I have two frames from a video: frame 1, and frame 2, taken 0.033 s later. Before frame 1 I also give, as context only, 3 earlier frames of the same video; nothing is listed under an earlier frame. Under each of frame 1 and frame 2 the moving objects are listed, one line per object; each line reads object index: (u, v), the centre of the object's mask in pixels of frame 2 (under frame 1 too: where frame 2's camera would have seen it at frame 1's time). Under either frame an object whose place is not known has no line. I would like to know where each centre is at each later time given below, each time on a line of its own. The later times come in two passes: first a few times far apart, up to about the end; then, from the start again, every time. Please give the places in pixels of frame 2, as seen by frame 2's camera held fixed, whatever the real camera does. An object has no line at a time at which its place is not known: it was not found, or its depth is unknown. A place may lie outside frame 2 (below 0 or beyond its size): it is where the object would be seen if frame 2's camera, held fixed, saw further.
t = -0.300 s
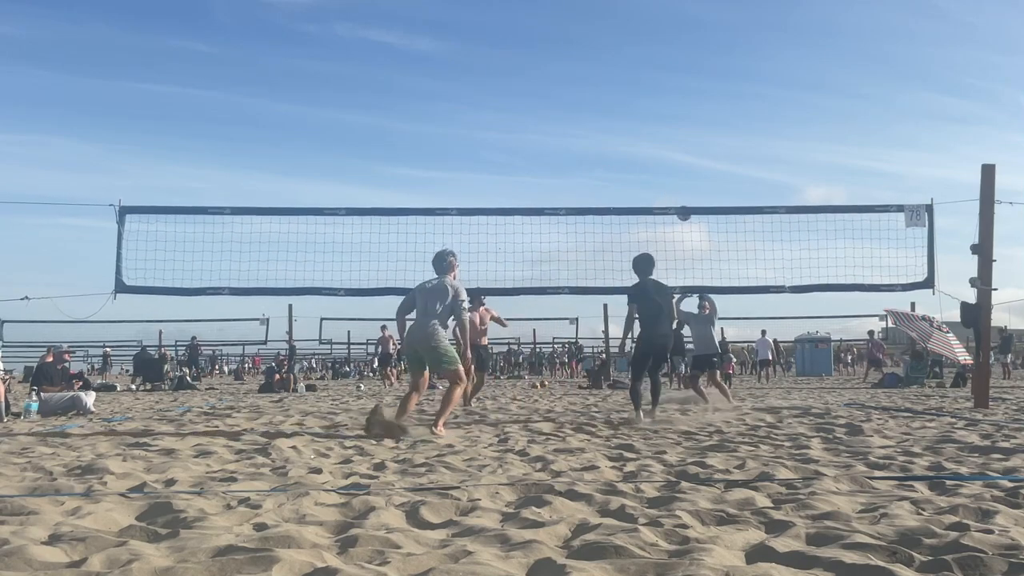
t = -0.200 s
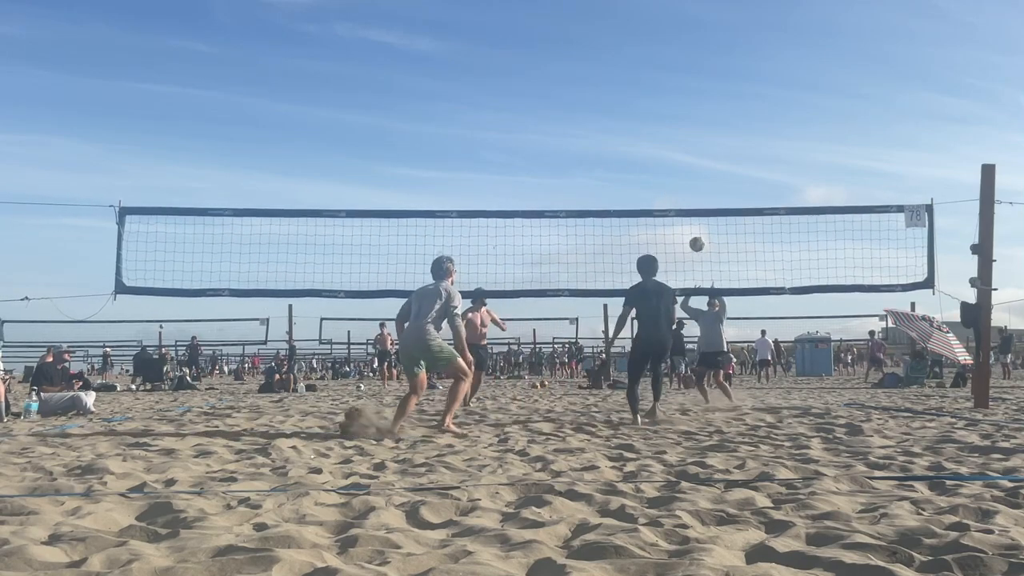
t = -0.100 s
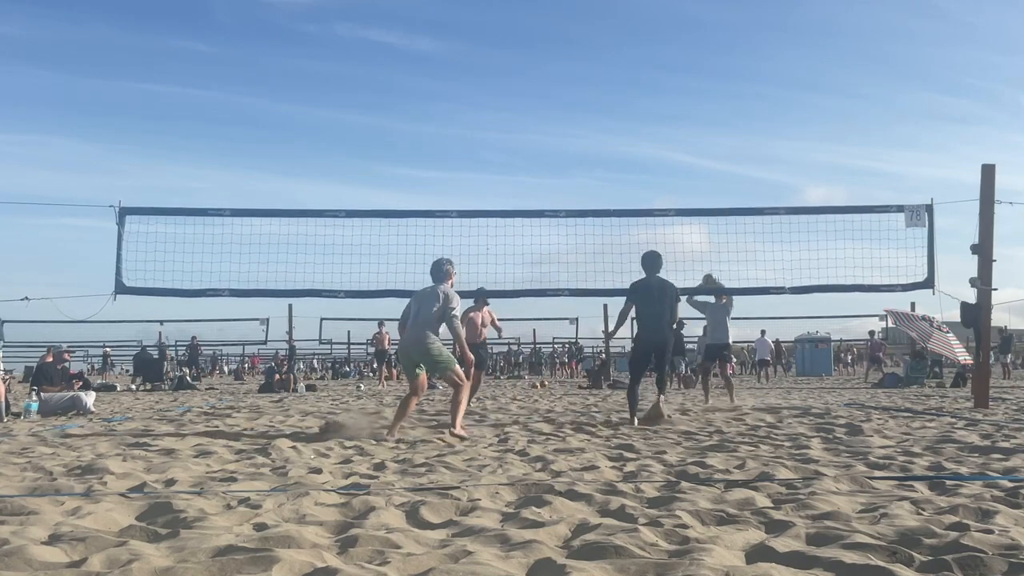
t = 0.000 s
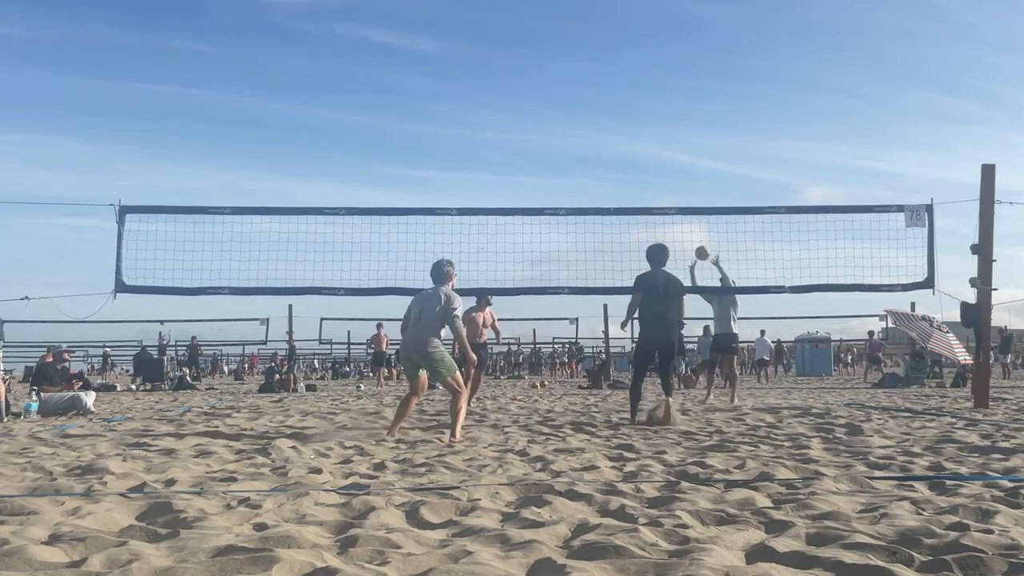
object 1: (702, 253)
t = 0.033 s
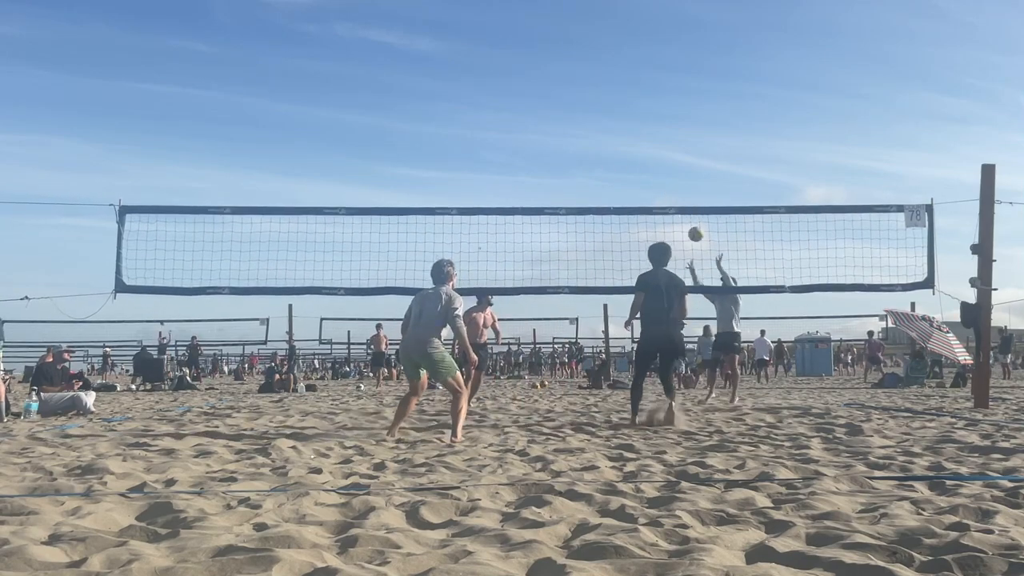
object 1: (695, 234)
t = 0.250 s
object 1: (653, 132)
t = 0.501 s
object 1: (605, 59)
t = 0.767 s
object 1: (553, 32)
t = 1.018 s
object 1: (506, 56)
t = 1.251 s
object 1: (463, 124)
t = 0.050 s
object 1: (692, 225)
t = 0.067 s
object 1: (688, 218)
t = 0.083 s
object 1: (686, 203)
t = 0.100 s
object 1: (682, 199)
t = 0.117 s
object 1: (679, 190)
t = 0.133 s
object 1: (676, 182)
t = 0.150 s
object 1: (673, 175)
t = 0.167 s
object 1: (669, 167)
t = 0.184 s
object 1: (666, 160)
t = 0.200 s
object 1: (663, 153)
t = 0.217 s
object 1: (659, 145)
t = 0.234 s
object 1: (656, 139)
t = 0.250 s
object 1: (653, 132)
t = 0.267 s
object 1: (650, 126)
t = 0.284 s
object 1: (646, 120)
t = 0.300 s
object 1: (643, 114)
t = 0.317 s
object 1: (640, 108)
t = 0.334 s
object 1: (637, 103)
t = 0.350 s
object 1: (633, 97)
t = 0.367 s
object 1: (630, 92)
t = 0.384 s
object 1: (627, 87)
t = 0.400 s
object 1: (624, 83)
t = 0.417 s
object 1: (621, 78)
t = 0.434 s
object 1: (617, 74)
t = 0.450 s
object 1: (614, 70)
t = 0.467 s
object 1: (611, 66)
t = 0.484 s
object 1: (608, 62)
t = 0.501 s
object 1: (605, 59)
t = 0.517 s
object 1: (602, 56)
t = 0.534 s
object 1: (598, 53)
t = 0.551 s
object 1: (595, 50)
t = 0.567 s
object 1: (592, 47)
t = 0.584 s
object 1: (589, 44)
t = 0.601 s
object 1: (586, 42)
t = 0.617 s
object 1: (582, 40)
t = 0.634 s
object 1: (579, 39)
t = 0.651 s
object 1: (576, 37)
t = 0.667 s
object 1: (573, 36)
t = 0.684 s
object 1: (569, 35)
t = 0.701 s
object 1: (566, 34)
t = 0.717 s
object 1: (563, 33)
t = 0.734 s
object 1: (560, 32)
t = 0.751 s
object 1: (556, 32)
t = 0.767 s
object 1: (553, 32)
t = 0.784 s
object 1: (550, 32)
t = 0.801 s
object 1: (547, 32)
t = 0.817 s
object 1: (544, 33)
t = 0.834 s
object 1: (541, 33)
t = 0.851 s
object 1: (538, 34)
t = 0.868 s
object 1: (534, 36)
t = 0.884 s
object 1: (531, 37)
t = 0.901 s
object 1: (528, 39)
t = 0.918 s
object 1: (525, 41)
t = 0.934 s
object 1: (521, 43)
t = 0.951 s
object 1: (519, 45)
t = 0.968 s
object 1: (515, 47)
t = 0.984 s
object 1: (512, 50)
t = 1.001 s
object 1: (509, 53)
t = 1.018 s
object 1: (506, 56)
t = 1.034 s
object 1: (503, 60)
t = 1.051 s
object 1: (500, 63)
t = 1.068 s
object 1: (497, 67)
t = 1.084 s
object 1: (493, 71)
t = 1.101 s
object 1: (490, 76)
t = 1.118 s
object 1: (487, 80)
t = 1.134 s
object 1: (484, 85)
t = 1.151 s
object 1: (481, 90)
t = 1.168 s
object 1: (478, 95)
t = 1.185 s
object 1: (475, 100)
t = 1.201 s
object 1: (472, 106)
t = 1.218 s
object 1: (469, 112)
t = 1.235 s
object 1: (466, 118)
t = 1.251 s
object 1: (463, 124)
